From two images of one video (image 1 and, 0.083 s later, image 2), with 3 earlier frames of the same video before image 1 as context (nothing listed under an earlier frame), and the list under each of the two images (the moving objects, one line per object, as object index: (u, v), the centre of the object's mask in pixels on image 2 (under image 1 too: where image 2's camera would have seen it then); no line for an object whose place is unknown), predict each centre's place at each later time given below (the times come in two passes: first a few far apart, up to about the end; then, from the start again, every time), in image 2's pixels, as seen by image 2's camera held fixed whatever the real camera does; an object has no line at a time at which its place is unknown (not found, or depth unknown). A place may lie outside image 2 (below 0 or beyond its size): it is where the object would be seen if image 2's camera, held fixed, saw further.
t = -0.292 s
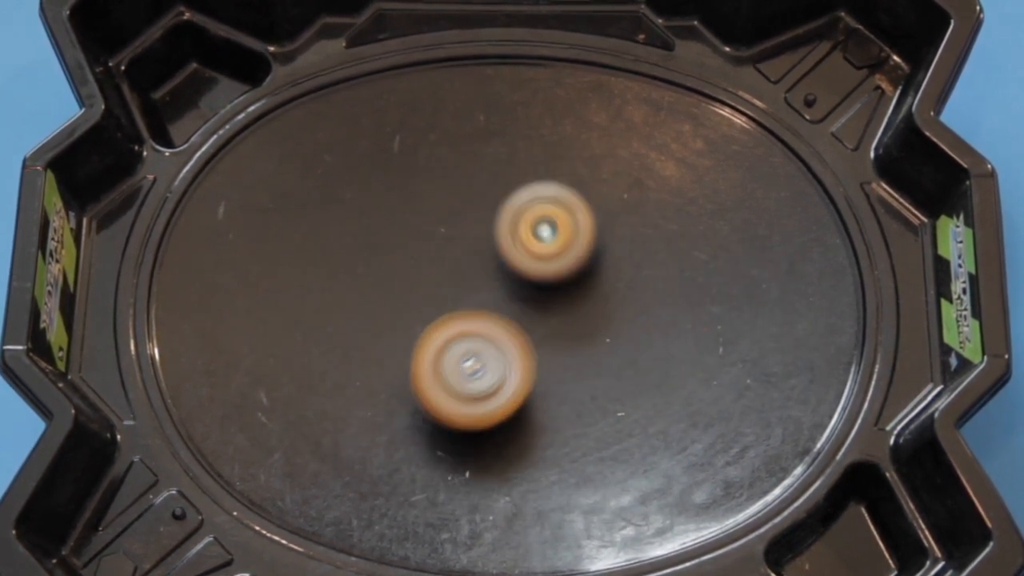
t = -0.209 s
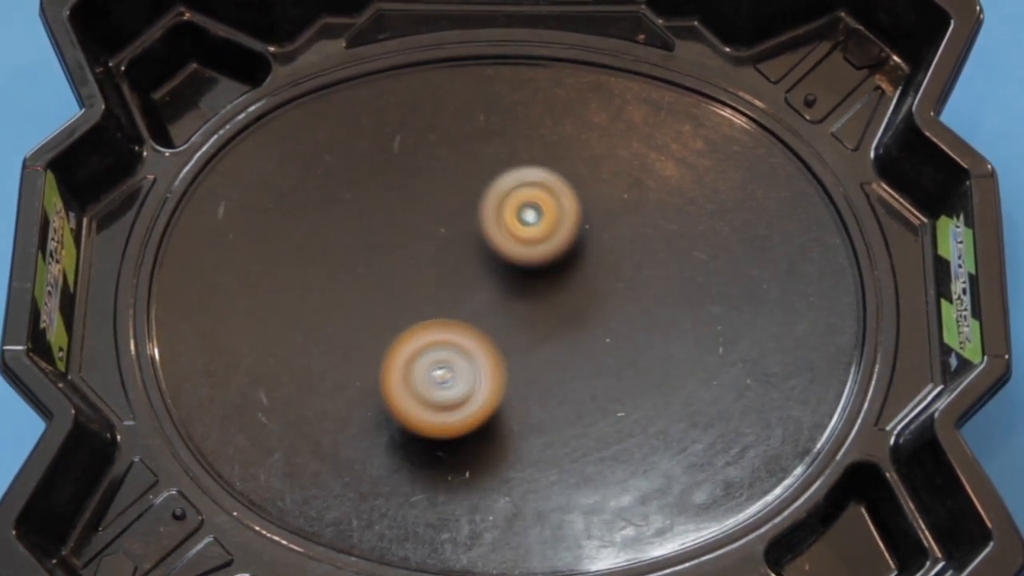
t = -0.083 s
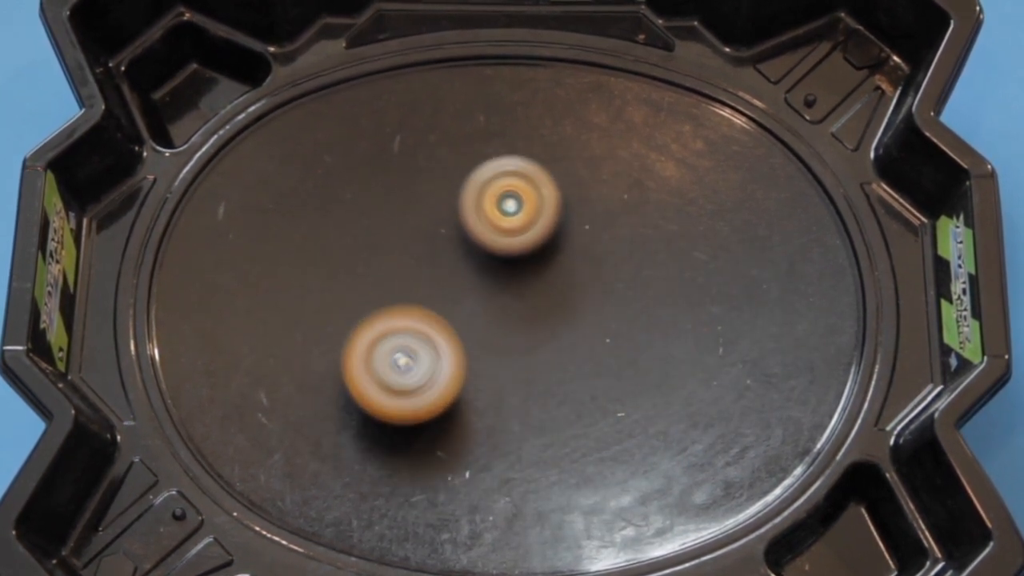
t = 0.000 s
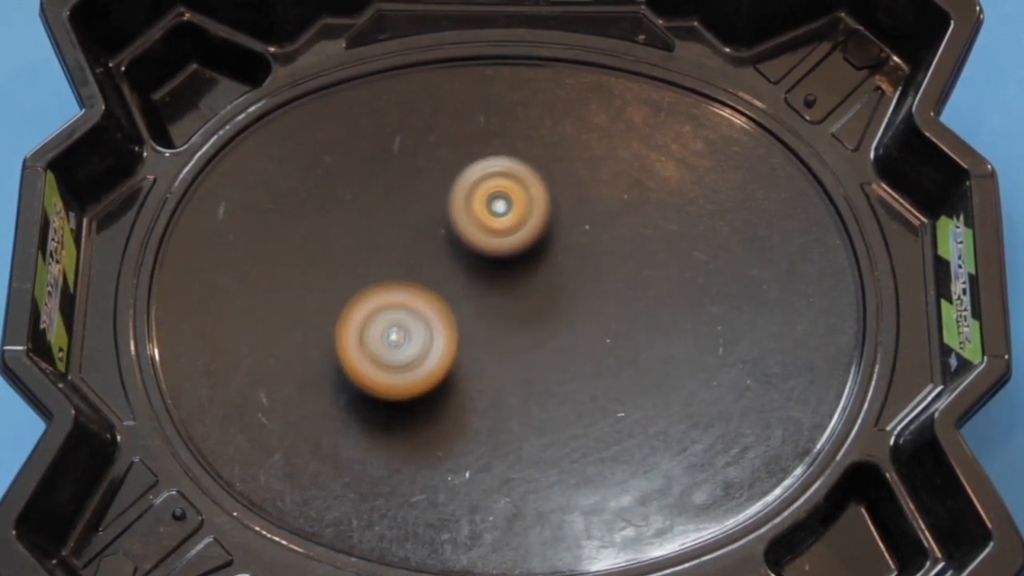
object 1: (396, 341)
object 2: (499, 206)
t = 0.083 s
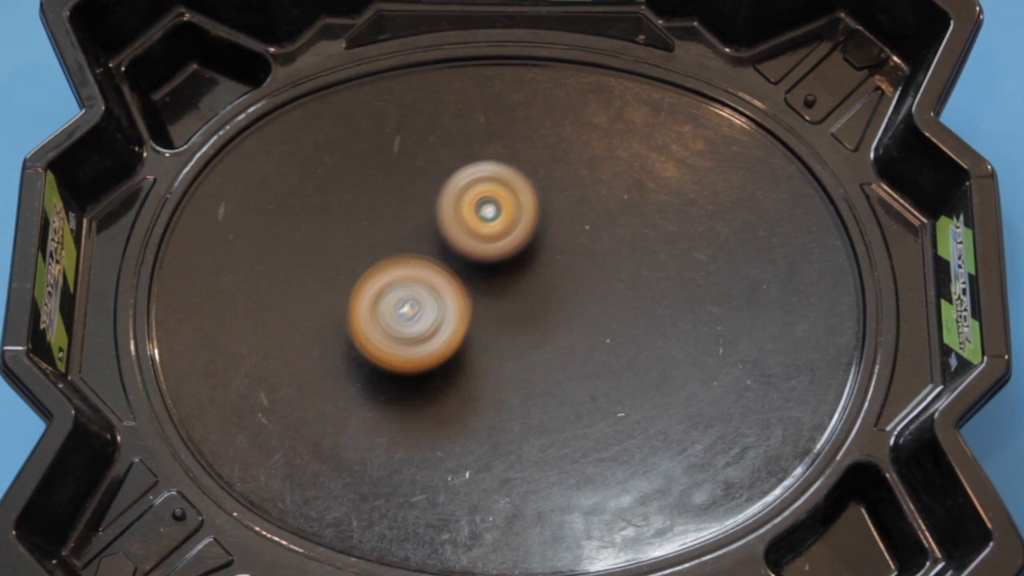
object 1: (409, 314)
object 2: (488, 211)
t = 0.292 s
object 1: (427, 359)
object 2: (518, 153)
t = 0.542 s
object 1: (448, 378)
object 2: (540, 207)
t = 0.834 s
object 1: (501, 420)
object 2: (486, 251)
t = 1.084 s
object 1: (500, 414)
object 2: (439, 279)
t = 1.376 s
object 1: (538, 314)
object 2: (397, 312)
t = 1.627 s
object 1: (575, 234)
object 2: (389, 331)
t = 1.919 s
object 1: (598, 213)
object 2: (425, 344)
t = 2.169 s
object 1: (549, 262)
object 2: (471, 368)
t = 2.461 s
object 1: (486, 280)
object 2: (466, 406)
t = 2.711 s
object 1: (420, 244)
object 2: (484, 428)
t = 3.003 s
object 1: (428, 219)
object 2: (512, 383)
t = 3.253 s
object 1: (453, 283)
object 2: (570, 322)
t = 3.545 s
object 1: (450, 357)
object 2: (604, 268)
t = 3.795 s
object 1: (457, 375)
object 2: (592, 242)
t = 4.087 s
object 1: (502, 353)
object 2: (539, 220)
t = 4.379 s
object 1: (504, 415)
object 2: (499, 175)
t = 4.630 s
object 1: (503, 364)
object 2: (461, 225)
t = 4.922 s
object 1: (555, 321)
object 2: (407, 289)
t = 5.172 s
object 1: (581, 279)
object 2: (407, 360)
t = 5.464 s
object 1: (561, 257)
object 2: (451, 404)
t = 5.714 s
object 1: (512, 279)
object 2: (508, 388)
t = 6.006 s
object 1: (447, 291)
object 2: (565, 342)
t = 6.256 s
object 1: (420, 319)
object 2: (581, 274)
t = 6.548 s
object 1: (445, 333)
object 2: (560, 221)
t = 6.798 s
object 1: (498, 324)
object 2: (516, 220)
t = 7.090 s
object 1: (557, 372)
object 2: (467, 225)
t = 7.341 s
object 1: (576, 337)
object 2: (452, 298)
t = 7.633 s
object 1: (559, 283)
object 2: (445, 385)
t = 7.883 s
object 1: (515, 287)
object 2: (484, 411)
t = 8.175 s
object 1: (468, 236)
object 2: (550, 451)
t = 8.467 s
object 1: (473, 264)
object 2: (542, 367)
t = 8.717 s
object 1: (447, 250)
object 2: (554, 307)
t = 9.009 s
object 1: (421, 305)
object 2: (532, 279)
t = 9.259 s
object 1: (529, 406)
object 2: (511, 245)
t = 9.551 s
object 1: (635, 398)
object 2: (489, 265)
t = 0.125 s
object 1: (419, 305)
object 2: (482, 214)
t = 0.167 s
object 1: (420, 326)
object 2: (490, 185)
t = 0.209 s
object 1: (423, 339)
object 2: (499, 164)
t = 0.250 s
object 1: (425, 350)
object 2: (509, 156)
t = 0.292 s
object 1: (427, 359)
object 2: (518, 153)
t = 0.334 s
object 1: (429, 366)
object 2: (527, 156)
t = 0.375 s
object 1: (431, 372)
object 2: (534, 161)
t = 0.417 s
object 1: (432, 377)
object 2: (539, 170)
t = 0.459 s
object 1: (436, 379)
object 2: (542, 181)
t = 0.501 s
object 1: (442, 379)
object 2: (542, 193)
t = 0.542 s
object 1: (448, 378)
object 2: (540, 207)
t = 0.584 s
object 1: (457, 375)
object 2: (536, 222)
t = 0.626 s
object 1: (467, 371)
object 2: (529, 237)
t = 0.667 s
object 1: (476, 367)
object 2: (520, 253)
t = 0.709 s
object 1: (488, 375)
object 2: (509, 258)
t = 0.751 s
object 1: (495, 396)
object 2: (500, 248)
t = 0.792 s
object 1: (499, 408)
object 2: (494, 247)
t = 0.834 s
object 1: (501, 420)
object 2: (486, 251)
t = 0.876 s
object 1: (502, 428)
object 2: (478, 255)
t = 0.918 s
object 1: (501, 435)
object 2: (469, 260)
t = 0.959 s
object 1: (500, 437)
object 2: (462, 264)
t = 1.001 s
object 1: (499, 433)
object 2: (454, 269)
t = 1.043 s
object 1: (499, 426)
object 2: (446, 274)
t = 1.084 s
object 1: (500, 414)
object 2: (439, 279)
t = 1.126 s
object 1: (503, 403)
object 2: (432, 283)
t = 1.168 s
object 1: (507, 388)
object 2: (425, 288)
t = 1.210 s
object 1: (513, 375)
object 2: (419, 294)
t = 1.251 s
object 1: (518, 359)
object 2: (413, 299)
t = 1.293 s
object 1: (524, 344)
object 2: (407, 303)
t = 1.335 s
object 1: (531, 329)
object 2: (402, 308)
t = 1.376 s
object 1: (538, 314)
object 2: (397, 312)
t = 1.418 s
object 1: (545, 299)
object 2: (393, 316)
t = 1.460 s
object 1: (551, 283)
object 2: (390, 320)
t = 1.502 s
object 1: (557, 270)
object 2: (388, 323)
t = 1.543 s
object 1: (563, 257)
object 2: (388, 326)
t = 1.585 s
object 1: (569, 245)
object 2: (388, 329)
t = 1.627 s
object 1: (575, 234)
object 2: (389, 331)
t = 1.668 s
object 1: (581, 223)
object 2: (391, 333)
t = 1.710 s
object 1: (586, 214)
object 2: (394, 335)
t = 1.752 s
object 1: (592, 206)
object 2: (398, 337)
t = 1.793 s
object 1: (597, 201)
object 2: (403, 339)
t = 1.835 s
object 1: (600, 202)
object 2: (409, 341)
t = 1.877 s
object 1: (601, 206)
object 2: (416, 342)
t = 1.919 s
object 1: (598, 213)
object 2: (425, 344)
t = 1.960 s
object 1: (593, 223)
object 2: (434, 345)
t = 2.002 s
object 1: (584, 233)
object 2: (444, 346)
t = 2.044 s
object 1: (574, 246)
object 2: (453, 347)
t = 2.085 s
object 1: (563, 256)
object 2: (464, 348)
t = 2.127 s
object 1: (550, 267)
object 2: (474, 350)
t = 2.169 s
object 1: (549, 262)
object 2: (471, 368)
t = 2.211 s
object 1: (547, 257)
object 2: (469, 382)
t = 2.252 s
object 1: (540, 259)
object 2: (469, 390)
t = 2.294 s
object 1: (531, 264)
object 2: (468, 397)
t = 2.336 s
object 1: (522, 269)
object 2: (468, 401)
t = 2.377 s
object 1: (512, 273)
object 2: (467, 405)
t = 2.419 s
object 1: (499, 276)
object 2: (466, 406)
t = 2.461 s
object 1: (486, 280)
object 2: (466, 406)
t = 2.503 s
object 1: (473, 286)
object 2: (466, 405)
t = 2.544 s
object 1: (461, 291)
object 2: (467, 402)
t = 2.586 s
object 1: (446, 280)
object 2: (474, 415)
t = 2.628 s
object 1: (433, 265)
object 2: (480, 426)
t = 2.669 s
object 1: (426, 254)
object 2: (483, 429)
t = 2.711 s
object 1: (420, 244)
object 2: (484, 428)
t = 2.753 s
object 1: (415, 234)
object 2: (485, 426)
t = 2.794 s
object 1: (411, 224)
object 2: (487, 424)
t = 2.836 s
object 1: (410, 216)
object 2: (490, 419)
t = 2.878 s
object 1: (411, 211)
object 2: (495, 413)
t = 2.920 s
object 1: (415, 210)
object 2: (500, 404)
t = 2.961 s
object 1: (421, 213)
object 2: (506, 394)
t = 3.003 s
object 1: (428, 219)
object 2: (512, 383)
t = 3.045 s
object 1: (435, 227)
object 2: (519, 372)
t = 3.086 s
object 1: (442, 238)
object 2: (526, 360)
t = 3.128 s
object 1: (449, 249)
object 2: (533, 348)
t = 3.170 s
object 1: (455, 262)
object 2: (541, 336)
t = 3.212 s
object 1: (454, 272)
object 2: (556, 330)
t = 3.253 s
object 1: (453, 283)
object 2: (570, 322)
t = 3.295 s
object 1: (453, 294)
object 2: (579, 313)
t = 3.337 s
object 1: (453, 306)
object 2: (585, 304)
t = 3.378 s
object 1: (452, 317)
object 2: (591, 296)
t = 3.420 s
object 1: (452, 328)
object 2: (596, 288)
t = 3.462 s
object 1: (451, 338)
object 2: (599, 281)
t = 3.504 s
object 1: (450, 348)
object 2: (602, 274)
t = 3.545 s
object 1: (450, 357)
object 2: (604, 268)
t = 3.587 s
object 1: (449, 365)
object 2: (604, 263)
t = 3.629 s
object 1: (450, 371)
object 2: (604, 257)
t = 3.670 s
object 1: (450, 375)
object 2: (602, 253)
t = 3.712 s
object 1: (451, 377)
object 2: (600, 249)
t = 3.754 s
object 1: (454, 377)
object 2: (597, 245)
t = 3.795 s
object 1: (457, 375)
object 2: (592, 242)
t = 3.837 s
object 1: (462, 371)
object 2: (586, 240)
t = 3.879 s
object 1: (467, 366)
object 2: (580, 238)
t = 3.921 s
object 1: (474, 360)
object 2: (573, 237)
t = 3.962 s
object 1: (482, 353)
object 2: (566, 237)
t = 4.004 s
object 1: (489, 345)
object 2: (557, 238)
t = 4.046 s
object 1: (497, 337)
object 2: (548, 239)
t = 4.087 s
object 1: (502, 353)
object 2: (539, 220)
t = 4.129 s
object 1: (507, 373)
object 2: (533, 194)
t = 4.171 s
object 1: (508, 384)
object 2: (527, 182)
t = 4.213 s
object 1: (508, 394)
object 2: (522, 177)
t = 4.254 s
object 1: (508, 404)
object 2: (517, 174)
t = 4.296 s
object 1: (507, 410)
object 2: (511, 172)
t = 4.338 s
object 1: (506, 414)
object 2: (505, 172)
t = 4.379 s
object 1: (504, 415)
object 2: (499, 175)
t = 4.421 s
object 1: (502, 412)
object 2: (492, 180)
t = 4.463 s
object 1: (501, 404)
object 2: (486, 186)
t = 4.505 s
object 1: (502, 395)
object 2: (479, 194)
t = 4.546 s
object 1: (503, 386)
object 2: (473, 203)
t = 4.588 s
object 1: (503, 376)
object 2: (467, 214)
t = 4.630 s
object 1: (503, 364)
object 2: (461, 225)
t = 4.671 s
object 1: (503, 352)
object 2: (456, 238)
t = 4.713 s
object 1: (505, 342)
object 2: (449, 249)
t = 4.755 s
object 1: (516, 340)
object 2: (435, 253)
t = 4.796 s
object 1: (530, 337)
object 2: (421, 255)
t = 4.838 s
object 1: (539, 333)
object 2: (414, 265)
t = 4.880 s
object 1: (546, 328)
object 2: (410, 276)
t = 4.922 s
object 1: (555, 321)
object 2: (407, 289)
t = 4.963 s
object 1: (561, 316)
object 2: (405, 301)
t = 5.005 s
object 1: (566, 309)
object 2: (404, 313)
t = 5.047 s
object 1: (571, 301)
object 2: (403, 326)
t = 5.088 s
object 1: (575, 294)
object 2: (403, 337)
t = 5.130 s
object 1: (579, 286)
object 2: (405, 349)
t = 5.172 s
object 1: (581, 279)
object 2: (407, 360)
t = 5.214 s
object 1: (581, 273)
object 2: (411, 370)
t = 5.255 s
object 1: (581, 266)
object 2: (416, 379)
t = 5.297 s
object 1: (580, 262)
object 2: (420, 387)
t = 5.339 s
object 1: (577, 258)
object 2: (427, 393)
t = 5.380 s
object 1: (573, 256)
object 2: (434, 398)
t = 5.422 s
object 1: (568, 256)
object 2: (443, 402)
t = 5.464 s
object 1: (561, 257)
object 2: (451, 404)
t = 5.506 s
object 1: (553, 258)
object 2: (460, 406)
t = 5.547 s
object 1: (546, 261)
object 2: (470, 405)
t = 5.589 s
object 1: (537, 265)
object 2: (479, 403)
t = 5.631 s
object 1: (530, 270)
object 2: (488, 400)
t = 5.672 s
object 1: (521, 276)
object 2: (498, 394)
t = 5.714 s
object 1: (512, 279)
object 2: (508, 388)
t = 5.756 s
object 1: (502, 277)
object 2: (518, 390)
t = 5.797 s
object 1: (490, 278)
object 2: (528, 386)
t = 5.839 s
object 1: (481, 279)
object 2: (537, 379)
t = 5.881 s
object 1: (471, 281)
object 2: (545, 371)
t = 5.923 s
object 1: (462, 284)
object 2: (553, 362)
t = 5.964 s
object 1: (455, 287)
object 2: (559, 352)
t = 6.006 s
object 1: (447, 291)
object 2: (565, 342)
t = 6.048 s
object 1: (441, 295)
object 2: (570, 331)
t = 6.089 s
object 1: (435, 299)
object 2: (574, 320)
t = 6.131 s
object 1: (430, 304)
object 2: (577, 308)
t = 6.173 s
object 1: (425, 309)
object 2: (579, 297)
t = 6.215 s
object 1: (422, 314)
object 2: (581, 285)
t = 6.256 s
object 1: (420, 319)
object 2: (581, 274)
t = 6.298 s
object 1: (419, 323)
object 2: (581, 264)
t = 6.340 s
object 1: (419, 327)
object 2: (579, 254)
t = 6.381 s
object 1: (422, 330)
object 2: (577, 246)
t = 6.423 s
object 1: (425, 331)
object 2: (574, 238)
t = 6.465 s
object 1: (430, 333)
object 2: (570, 231)
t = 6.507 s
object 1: (437, 334)
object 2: (565, 225)
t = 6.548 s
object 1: (445, 333)
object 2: (560, 221)
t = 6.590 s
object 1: (453, 333)
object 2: (553, 218)
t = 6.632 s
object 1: (462, 331)
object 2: (546, 216)
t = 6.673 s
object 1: (470, 330)
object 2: (539, 216)
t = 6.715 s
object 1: (479, 327)
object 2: (531, 217)
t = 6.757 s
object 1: (489, 325)
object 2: (524, 219)
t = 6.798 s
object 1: (498, 324)
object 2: (516, 220)
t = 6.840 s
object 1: (514, 346)
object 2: (505, 206)
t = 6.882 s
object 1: (524, 356)
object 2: (496, 197)
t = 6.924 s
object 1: (530, 363)
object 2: (489, 198)
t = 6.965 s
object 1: (535, 367)
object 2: (483, 203)
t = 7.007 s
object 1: (541, 371)
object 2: (477, 209)
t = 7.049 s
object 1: (551, 373)
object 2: (472, 216)
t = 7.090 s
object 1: (557, 372)
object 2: (467, 225)
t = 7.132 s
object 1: (564, 371)
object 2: (462, 235)
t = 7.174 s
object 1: (572, 366)
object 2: (458, 246)
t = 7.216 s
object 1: (575, 359)
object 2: (455, 259)
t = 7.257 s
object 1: (576, 353)
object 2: (453, 271)
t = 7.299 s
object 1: (578, 345)
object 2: (452, 284)
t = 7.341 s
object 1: (576, 337)
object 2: (452, 298)
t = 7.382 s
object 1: (572, 329)
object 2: (452, 310)
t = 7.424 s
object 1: (568, 322)
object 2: (453, 323)
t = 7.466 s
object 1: (569, 313)
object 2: (447, 338)
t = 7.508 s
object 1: (572, 300)
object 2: (438, 353)
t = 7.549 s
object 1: (567, 291)
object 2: (439, 365)
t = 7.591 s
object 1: (563, 287)
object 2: (441, 376)
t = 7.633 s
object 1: (559, 283)
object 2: (445, 385)
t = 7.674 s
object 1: (552, 278)
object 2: (450, 394)
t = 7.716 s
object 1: (544, 276)
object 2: (456, 400)
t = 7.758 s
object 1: (536, 277)
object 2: (463, 406)
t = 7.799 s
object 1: (529, 279)
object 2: (469, 409)
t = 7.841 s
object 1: (522, 283)
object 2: (477, 411)
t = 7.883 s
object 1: (515, 287)
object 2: (484, 411)
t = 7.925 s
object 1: (508, 293)
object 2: (492, 409)
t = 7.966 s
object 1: (504, 299)
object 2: (500, 409)
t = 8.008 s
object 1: (491, 272)
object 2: (518, 438)
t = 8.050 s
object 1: (479, 247)
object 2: (533, 459)
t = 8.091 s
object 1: (470, 237)
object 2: (543, 462)
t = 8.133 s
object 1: (467, 237)
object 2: (547, 458)
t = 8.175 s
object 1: (468, 236)
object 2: (550, 451)
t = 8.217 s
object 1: (465, 234)
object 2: (552, 444)
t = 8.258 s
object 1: (461, 238)
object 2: (553, 434)
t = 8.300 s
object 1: (461, 245)
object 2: (553, 423)
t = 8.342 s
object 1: (463, 249)
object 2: (552, 411)
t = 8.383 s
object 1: (465, 254)
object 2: (550, 398)
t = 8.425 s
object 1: (468, 259)
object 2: (546, 384)
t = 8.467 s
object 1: (473, 264)
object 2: (542, 367)
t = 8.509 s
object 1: (476, 265)
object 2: (542, 353)
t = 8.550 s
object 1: (461, 253)
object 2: (555, 345)
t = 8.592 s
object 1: (450, 251)
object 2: (558, 333)
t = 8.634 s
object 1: (448, 252)
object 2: (554, 323)
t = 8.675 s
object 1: (453, 252)
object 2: (550, 314)
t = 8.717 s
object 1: (447, 250)
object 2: (554, 307)
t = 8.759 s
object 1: (431, 249)
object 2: (563, 300)
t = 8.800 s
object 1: (423, 258)
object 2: (564, 294)
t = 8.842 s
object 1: (419, 264)
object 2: (560, 290)
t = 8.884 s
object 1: (415, 273)
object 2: (554, 286)
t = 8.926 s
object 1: (412, 284)
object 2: (548, 282)
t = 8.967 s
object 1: (414, 294)
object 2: (540, 280)
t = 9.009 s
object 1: (421, 305)
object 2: (532, 279)
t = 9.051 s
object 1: (429, 318)
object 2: (525, 277)
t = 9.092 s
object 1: (442, 335)
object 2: (521, 273)
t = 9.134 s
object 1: (458, 361)
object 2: (520, 258)
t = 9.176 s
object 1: (481, 381)
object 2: (517, 250)
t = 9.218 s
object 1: (505, 394)
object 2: (514, 247)
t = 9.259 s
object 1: (529, 406)
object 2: (511, 245)
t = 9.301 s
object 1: (550, 412)
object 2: (507, 245)
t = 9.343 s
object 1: (569, 418)
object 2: (503, 245)
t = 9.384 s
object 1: (588, 420)
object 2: (498, 247)
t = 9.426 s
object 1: (600, 418)
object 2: (495, 250)
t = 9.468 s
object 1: (614, 415)
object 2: (492, 254)
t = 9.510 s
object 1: (627, 408)
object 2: (490, 259)
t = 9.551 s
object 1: (635, 398)
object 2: (489, 265)
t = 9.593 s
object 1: (641, 389)
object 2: (488, 272)
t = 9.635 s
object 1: (648, 378)
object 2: (488, 280)
